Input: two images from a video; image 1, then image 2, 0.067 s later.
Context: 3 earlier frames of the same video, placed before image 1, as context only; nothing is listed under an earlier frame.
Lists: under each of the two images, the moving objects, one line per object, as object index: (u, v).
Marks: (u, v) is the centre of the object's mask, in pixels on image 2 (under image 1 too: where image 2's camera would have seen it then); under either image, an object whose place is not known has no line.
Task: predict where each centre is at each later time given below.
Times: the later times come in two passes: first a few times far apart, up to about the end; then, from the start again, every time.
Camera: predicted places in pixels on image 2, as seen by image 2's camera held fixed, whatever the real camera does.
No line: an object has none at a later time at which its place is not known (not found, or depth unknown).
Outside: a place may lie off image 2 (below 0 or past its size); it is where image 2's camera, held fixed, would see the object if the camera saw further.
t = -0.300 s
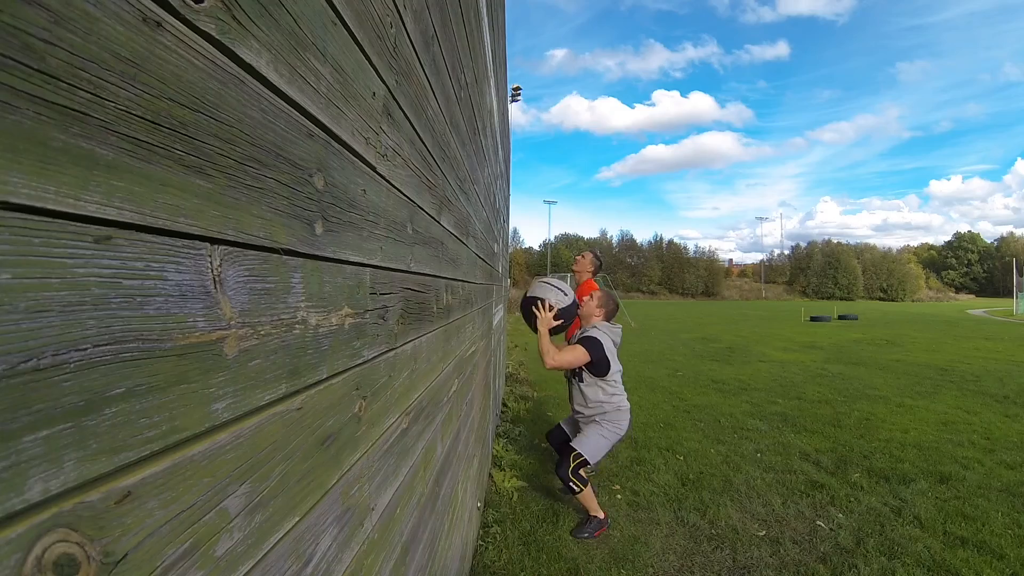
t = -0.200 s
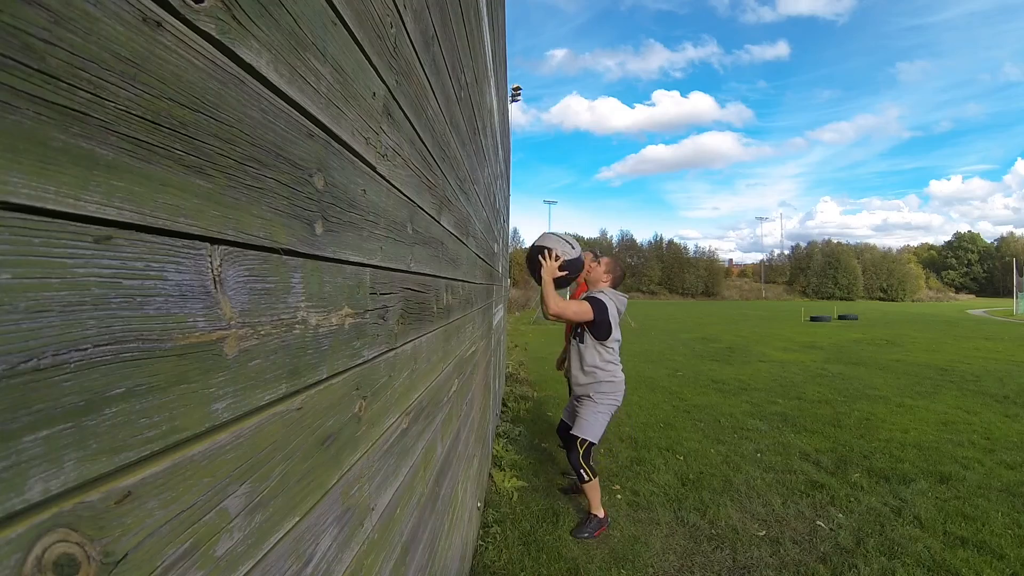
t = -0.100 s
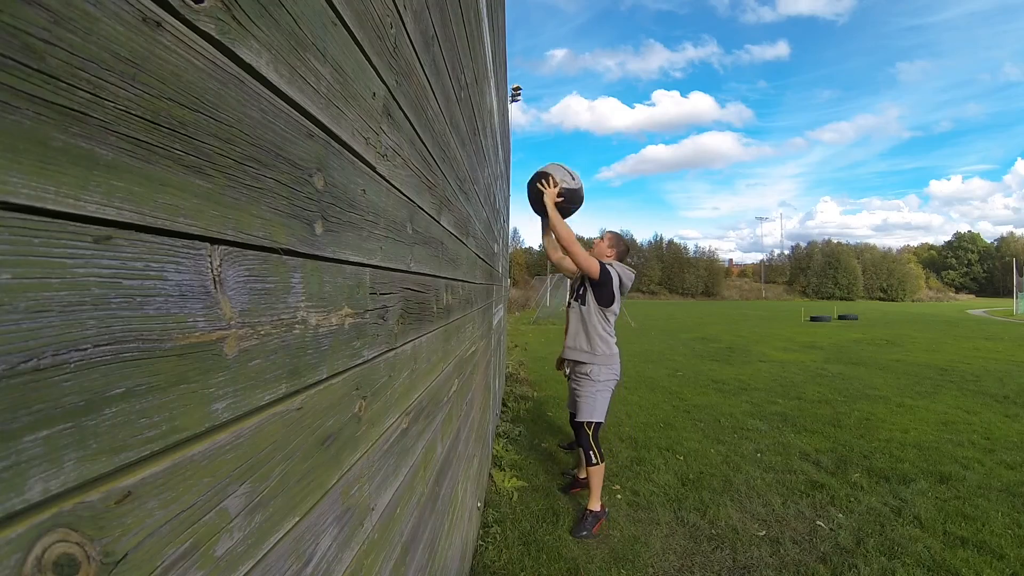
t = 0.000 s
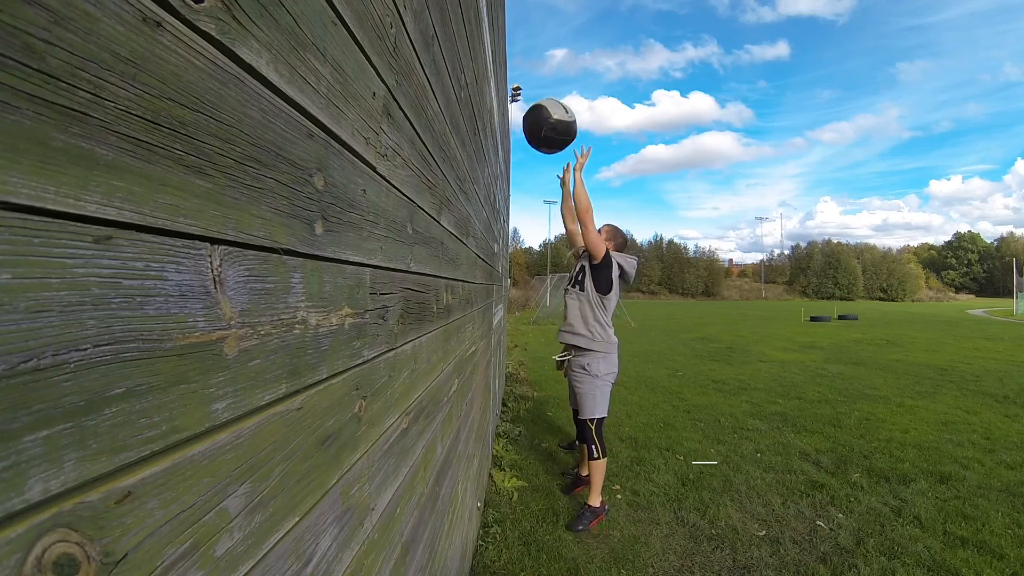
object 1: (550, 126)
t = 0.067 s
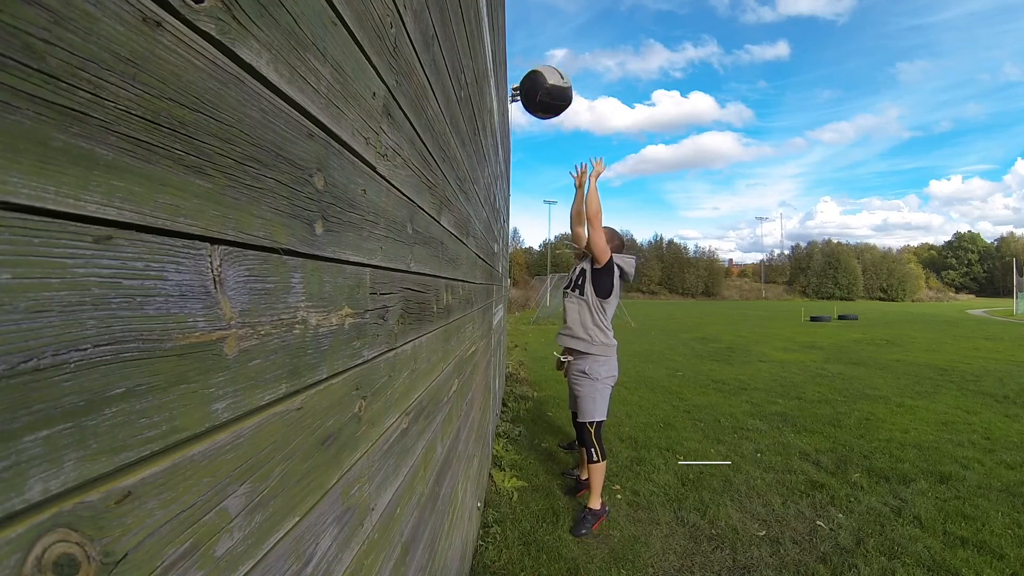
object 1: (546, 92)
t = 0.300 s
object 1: (532, 26)
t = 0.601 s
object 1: (530, 40)
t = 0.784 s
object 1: (535, 106)
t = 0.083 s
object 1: (545, 85)
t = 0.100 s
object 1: (544, 78)
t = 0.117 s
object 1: (543, 72)
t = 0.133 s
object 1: (542, 65)
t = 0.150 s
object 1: (541, 60)
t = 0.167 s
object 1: (539, 55)
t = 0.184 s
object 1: (539, 50)
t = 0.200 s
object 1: (538, 45)
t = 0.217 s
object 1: (537, 41)
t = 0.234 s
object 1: (536, 38)
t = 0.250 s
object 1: (535, 34)
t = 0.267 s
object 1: (534, 31)
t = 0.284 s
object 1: (533, 29)
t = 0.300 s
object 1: (532, 26)
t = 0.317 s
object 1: (531, 25)
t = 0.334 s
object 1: (530, 23)
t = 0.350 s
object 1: (529, 22)
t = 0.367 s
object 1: (528, 22)
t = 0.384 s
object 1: (527, 21)
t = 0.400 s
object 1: (527, 21)
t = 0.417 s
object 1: (526, 21)
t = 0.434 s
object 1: (526, 21)
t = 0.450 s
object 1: (526, 22)
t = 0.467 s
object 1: (526, 22)
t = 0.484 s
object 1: (527, 23)
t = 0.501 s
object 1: (527, 24)
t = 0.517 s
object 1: (528, 26)
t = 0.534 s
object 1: (528, 28)
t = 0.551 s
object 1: (529, 30)
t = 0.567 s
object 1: (529, 33)
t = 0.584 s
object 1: (530, 37)
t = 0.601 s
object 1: (530, 40)
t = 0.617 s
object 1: (531, 44)
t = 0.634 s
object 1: (531, 48)
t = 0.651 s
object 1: (532, 53)
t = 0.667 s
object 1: (532, 58)
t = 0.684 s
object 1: (533, 64)
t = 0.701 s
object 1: (533, 70)
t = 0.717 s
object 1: (533, 76)
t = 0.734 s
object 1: (534, 83)
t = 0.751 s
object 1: (534, 90)
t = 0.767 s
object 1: (535, 98)
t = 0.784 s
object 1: (535, 106)
